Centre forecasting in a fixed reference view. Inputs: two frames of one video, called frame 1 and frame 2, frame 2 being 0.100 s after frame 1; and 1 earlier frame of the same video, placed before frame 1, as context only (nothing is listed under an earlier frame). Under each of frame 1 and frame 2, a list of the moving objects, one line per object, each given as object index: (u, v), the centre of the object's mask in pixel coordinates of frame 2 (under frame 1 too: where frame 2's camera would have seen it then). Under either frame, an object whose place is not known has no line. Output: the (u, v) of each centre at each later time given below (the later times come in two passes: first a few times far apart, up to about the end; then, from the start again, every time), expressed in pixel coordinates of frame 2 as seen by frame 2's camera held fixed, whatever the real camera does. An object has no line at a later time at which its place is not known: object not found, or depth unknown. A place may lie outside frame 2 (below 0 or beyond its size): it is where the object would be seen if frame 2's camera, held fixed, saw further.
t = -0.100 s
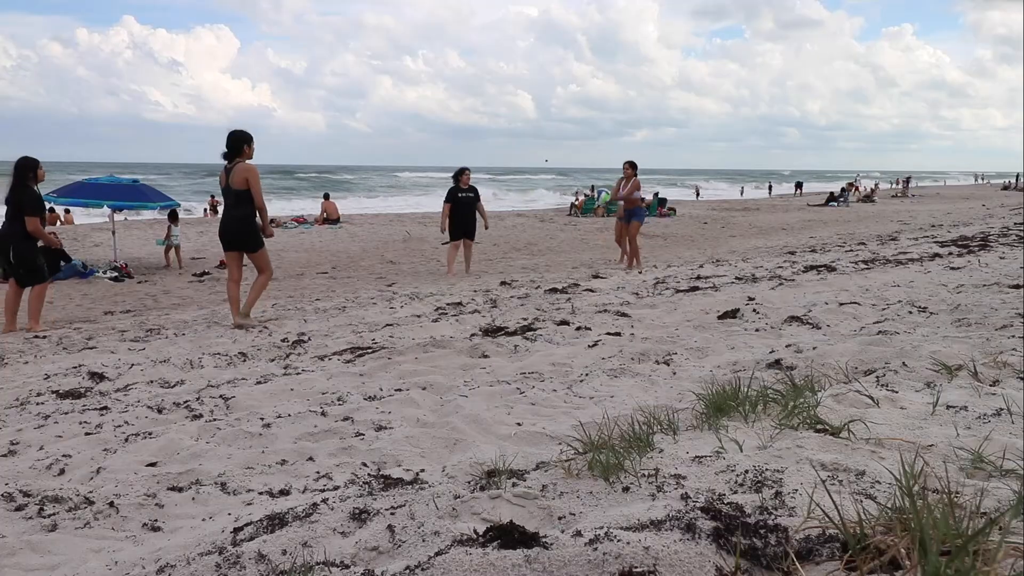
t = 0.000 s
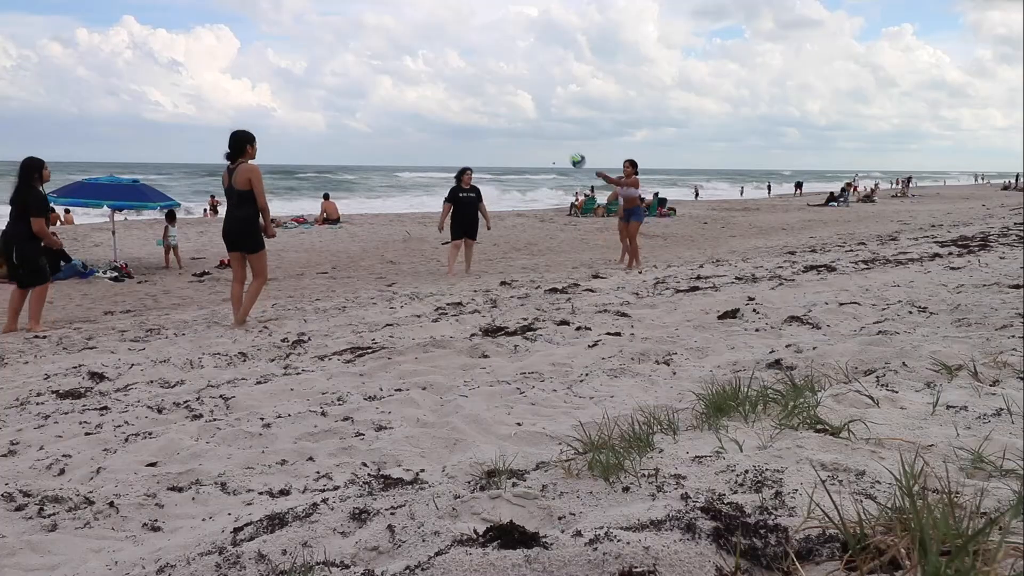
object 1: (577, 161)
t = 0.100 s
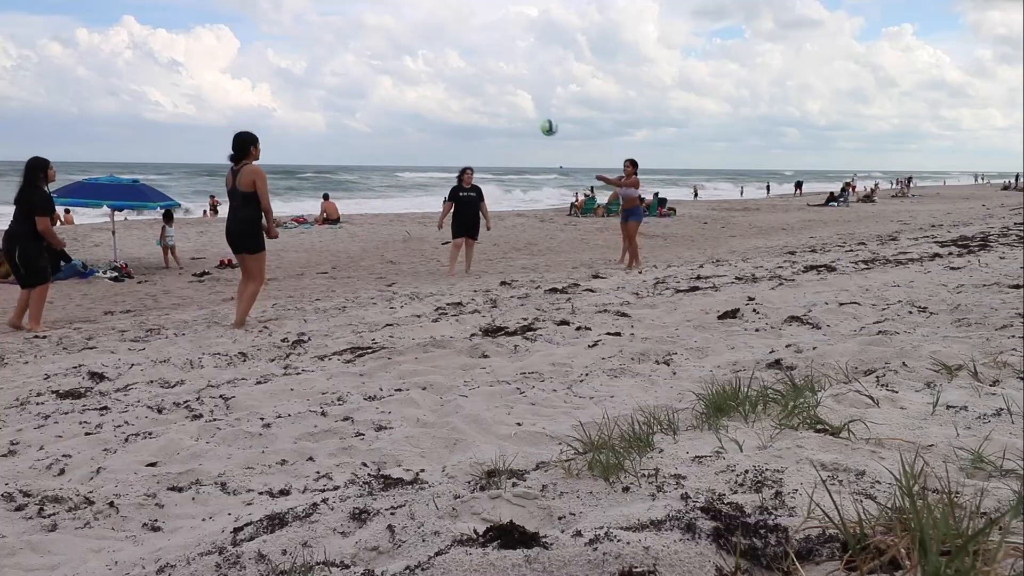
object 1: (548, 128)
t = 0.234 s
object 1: (504, 91)
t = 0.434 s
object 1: (420, 61)
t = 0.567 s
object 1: (349, 62)
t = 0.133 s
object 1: (538, 118)
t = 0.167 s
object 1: (528, 108)
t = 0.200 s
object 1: (516, 100)
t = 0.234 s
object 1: (504, 91)
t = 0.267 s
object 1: (492, 84)
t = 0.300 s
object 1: (479, 78)
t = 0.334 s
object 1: (465, 72)
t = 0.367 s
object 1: (450, 67)
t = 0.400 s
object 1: (435, 64)
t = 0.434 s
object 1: (420, 61)
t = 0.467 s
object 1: (404, 60)
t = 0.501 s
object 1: (386, 59)
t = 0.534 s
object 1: (368, 60)
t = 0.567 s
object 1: (349, 62)
